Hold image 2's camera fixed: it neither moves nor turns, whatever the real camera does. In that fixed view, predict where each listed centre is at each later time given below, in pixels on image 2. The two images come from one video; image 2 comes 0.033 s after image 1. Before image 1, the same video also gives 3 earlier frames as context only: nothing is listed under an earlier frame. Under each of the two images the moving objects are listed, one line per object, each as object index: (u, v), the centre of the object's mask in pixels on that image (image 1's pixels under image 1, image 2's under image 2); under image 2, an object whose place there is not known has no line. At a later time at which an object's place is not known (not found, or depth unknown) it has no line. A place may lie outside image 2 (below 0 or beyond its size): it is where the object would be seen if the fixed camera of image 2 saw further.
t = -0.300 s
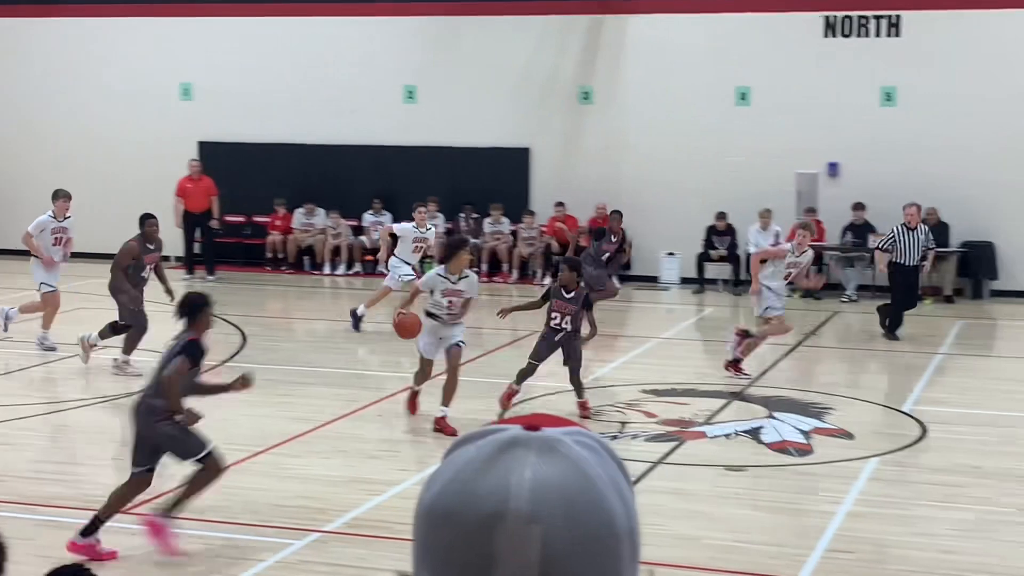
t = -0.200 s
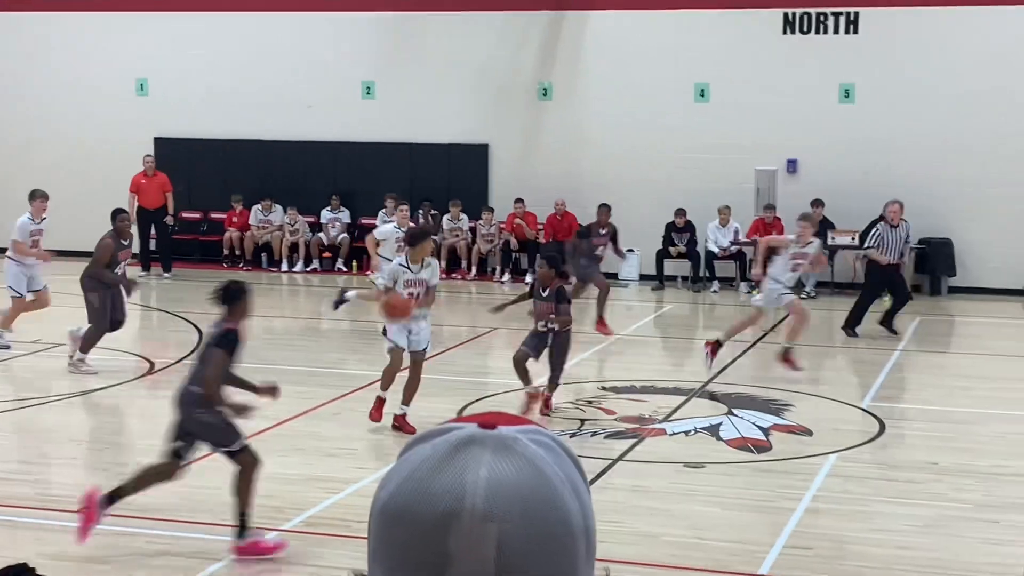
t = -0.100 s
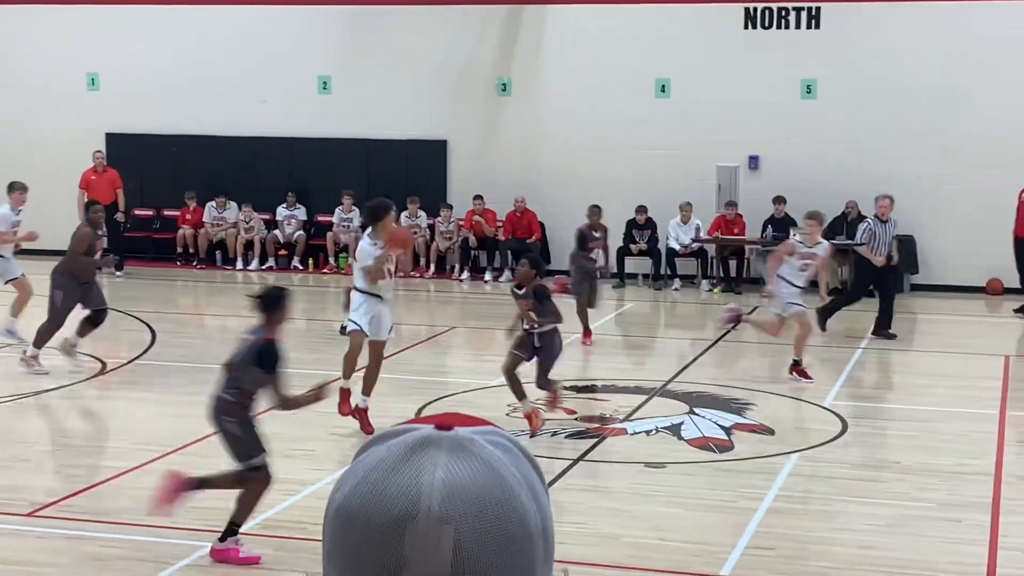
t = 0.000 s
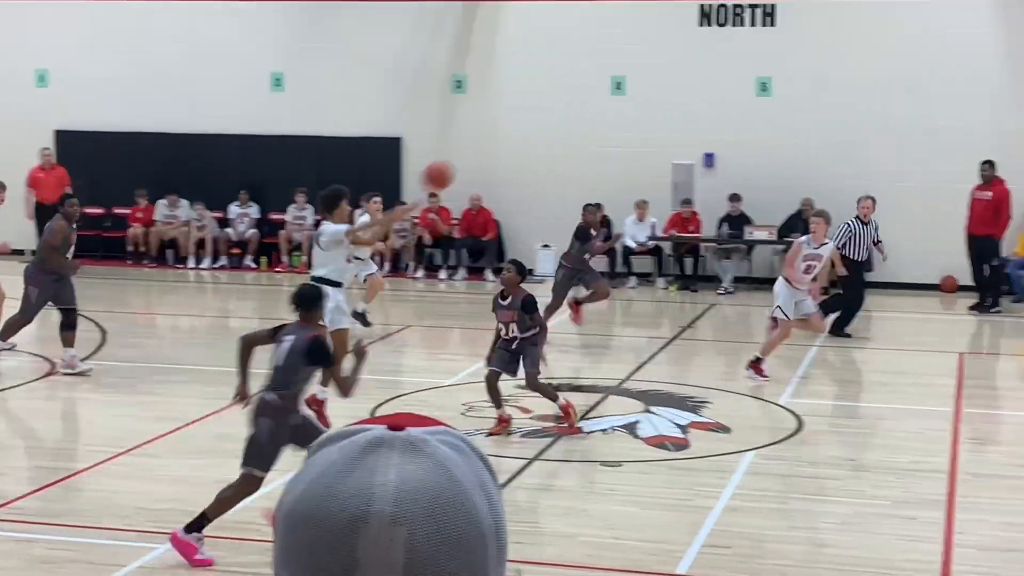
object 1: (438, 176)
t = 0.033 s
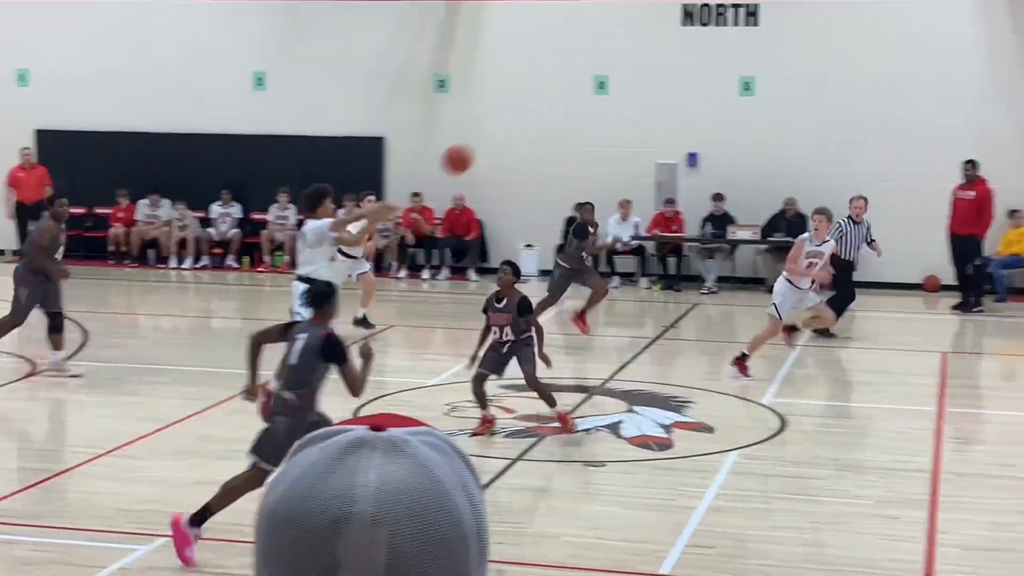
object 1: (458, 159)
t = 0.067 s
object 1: (492, 144)
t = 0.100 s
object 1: (527, 130)
